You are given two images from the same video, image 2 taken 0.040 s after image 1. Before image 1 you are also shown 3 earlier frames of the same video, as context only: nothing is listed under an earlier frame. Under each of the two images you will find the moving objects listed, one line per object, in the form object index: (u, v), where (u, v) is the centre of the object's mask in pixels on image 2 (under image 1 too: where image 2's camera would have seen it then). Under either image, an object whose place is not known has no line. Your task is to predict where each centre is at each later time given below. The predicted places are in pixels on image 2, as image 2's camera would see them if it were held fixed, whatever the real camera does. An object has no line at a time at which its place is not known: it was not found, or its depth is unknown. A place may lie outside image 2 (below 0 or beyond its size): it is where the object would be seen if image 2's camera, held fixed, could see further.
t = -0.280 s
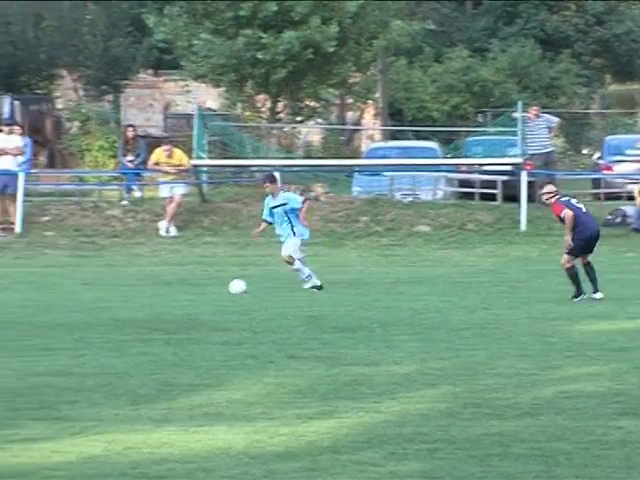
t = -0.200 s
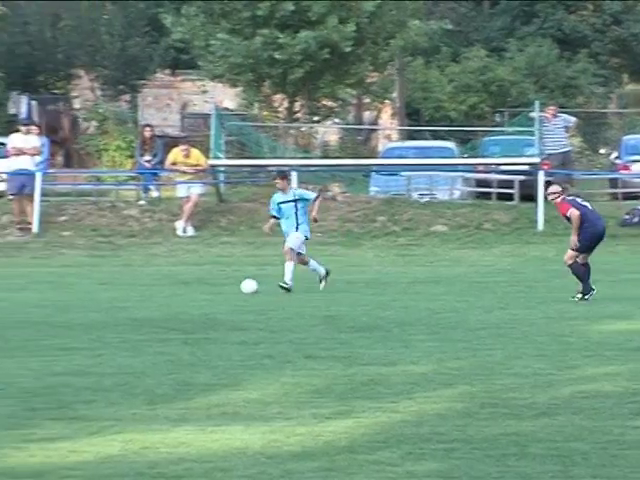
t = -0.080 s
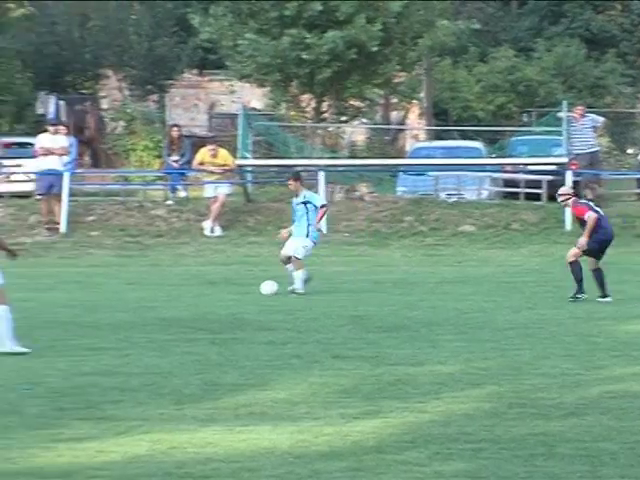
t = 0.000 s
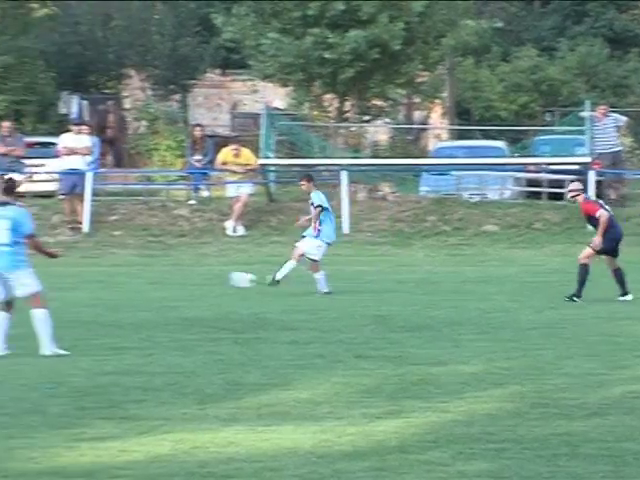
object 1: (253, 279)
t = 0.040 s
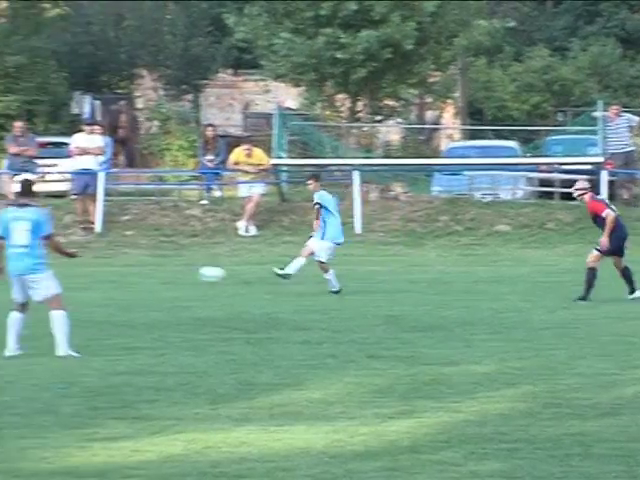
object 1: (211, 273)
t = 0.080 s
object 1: (169, 270)
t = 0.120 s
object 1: (126, 268)
